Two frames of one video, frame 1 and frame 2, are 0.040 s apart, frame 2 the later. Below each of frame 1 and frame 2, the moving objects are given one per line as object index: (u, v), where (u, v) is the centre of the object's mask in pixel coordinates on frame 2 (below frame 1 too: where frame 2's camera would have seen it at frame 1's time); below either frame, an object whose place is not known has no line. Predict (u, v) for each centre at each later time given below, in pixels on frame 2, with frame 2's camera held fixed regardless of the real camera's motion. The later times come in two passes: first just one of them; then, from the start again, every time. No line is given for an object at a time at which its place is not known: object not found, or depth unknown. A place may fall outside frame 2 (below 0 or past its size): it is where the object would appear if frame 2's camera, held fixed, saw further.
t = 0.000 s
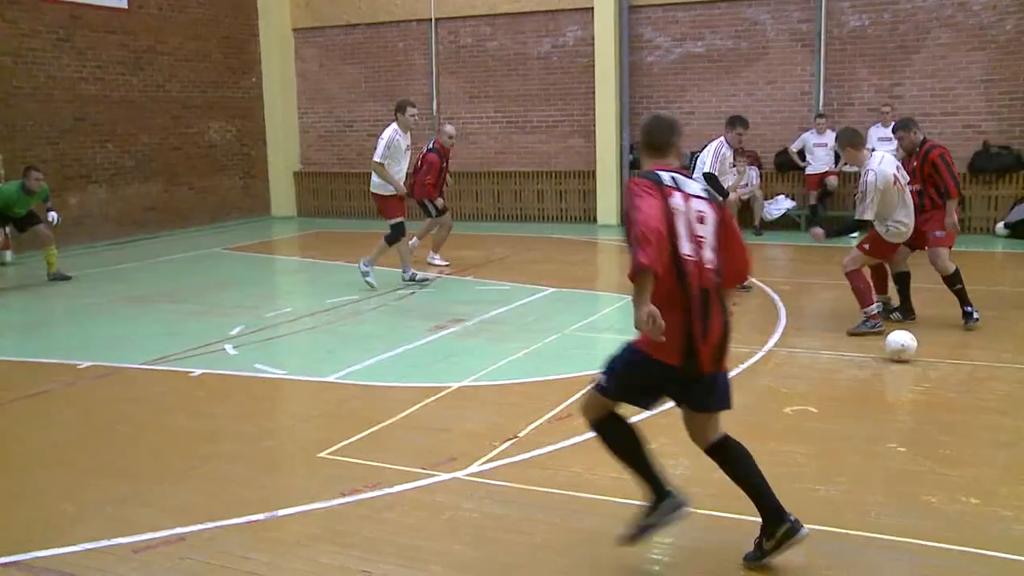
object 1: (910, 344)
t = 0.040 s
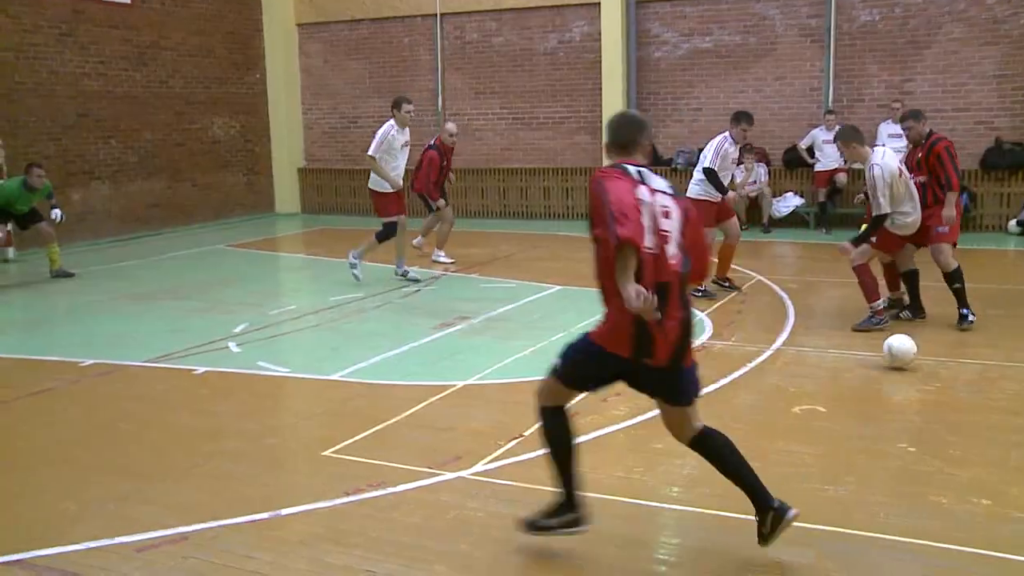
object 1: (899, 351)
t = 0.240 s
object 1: (834, 402)
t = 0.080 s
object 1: (889, 361)
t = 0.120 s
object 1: (876, 371)
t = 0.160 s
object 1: (863, 382)
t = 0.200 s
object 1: (848, 392)
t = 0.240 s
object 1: (834, 402)
